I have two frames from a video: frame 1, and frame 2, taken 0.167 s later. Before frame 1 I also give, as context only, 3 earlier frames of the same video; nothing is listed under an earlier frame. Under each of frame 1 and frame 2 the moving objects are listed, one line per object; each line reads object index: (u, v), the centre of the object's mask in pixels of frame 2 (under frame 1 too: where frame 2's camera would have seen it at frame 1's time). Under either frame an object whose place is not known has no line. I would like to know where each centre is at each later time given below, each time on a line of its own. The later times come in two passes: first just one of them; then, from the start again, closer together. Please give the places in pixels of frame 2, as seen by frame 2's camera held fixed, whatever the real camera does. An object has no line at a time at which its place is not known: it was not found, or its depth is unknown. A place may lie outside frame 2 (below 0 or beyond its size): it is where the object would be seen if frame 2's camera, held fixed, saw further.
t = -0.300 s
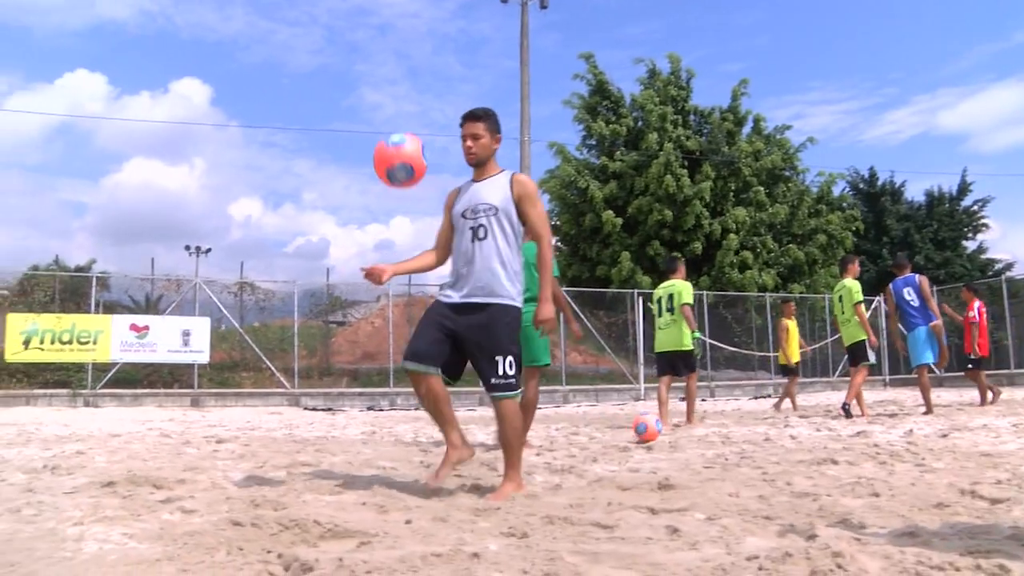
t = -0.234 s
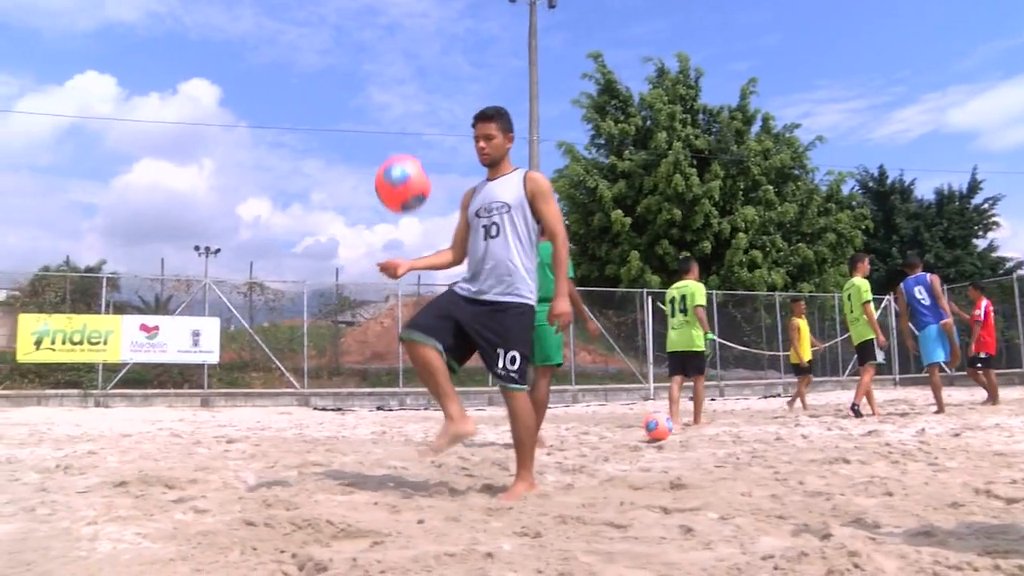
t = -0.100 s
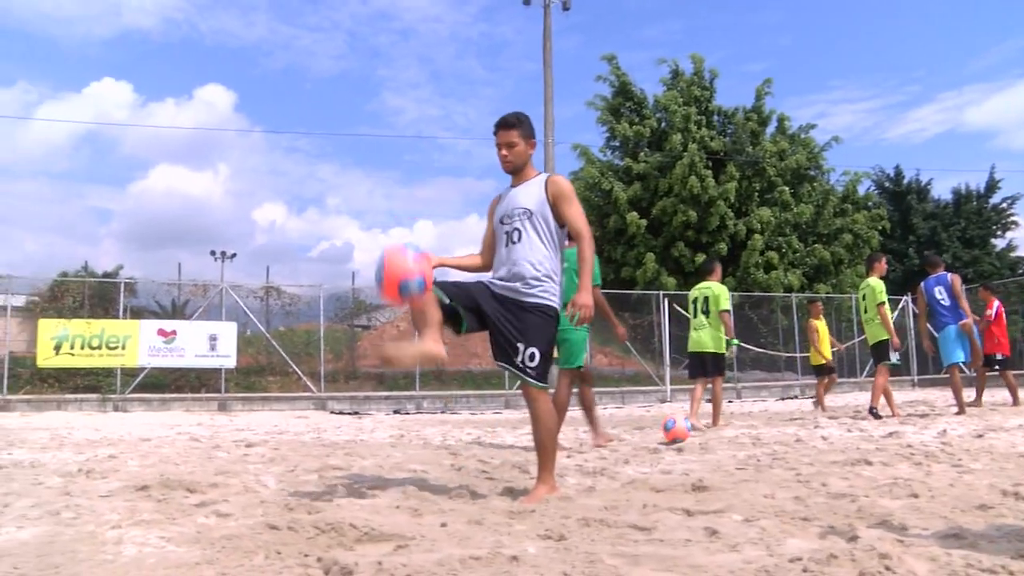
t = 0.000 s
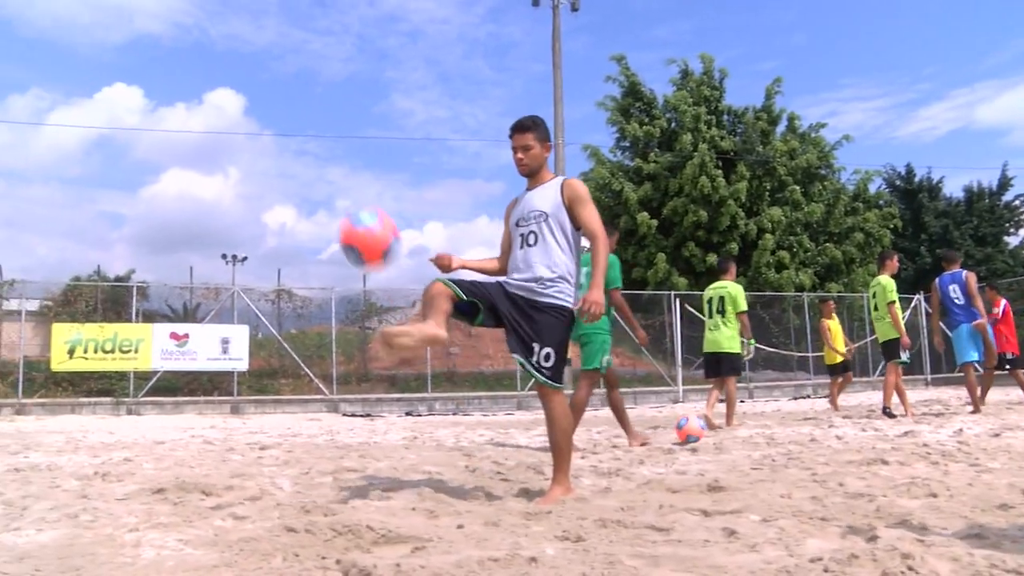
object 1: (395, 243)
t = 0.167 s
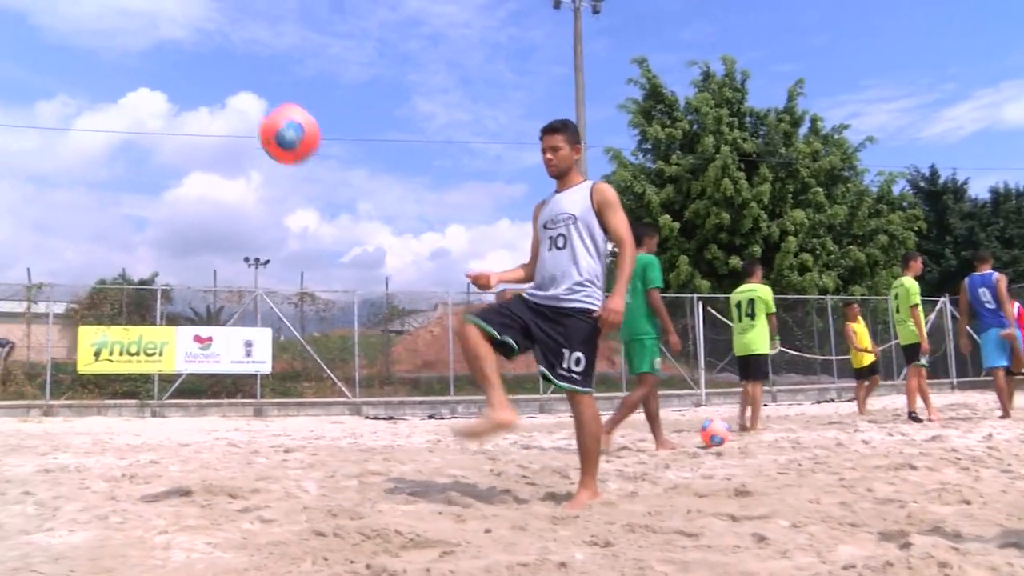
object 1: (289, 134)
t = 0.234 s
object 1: (248, 110)
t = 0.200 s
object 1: (269, 121)
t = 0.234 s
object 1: (248, 110)
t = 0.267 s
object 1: (226, 101)
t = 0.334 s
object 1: (181, 93)
